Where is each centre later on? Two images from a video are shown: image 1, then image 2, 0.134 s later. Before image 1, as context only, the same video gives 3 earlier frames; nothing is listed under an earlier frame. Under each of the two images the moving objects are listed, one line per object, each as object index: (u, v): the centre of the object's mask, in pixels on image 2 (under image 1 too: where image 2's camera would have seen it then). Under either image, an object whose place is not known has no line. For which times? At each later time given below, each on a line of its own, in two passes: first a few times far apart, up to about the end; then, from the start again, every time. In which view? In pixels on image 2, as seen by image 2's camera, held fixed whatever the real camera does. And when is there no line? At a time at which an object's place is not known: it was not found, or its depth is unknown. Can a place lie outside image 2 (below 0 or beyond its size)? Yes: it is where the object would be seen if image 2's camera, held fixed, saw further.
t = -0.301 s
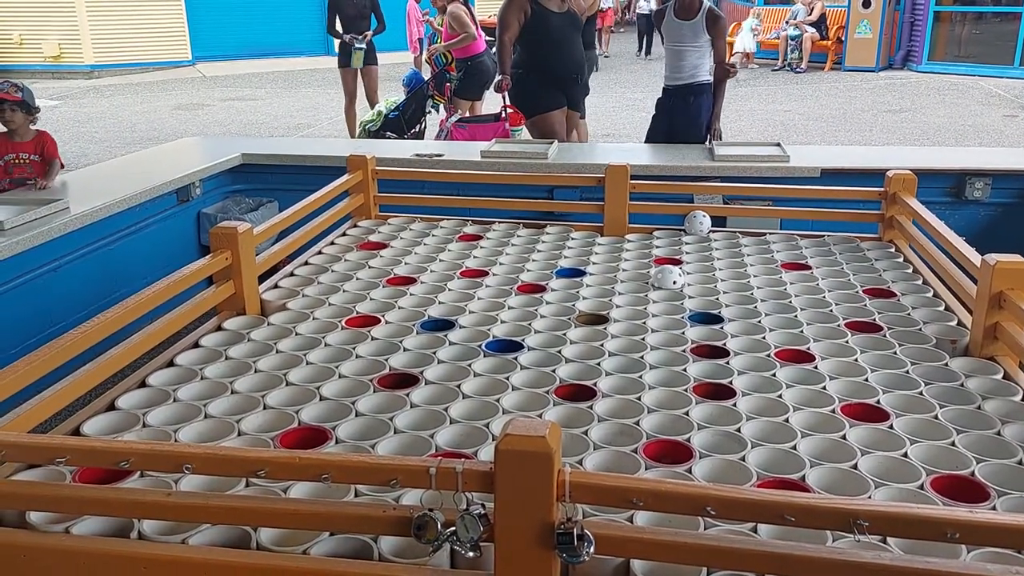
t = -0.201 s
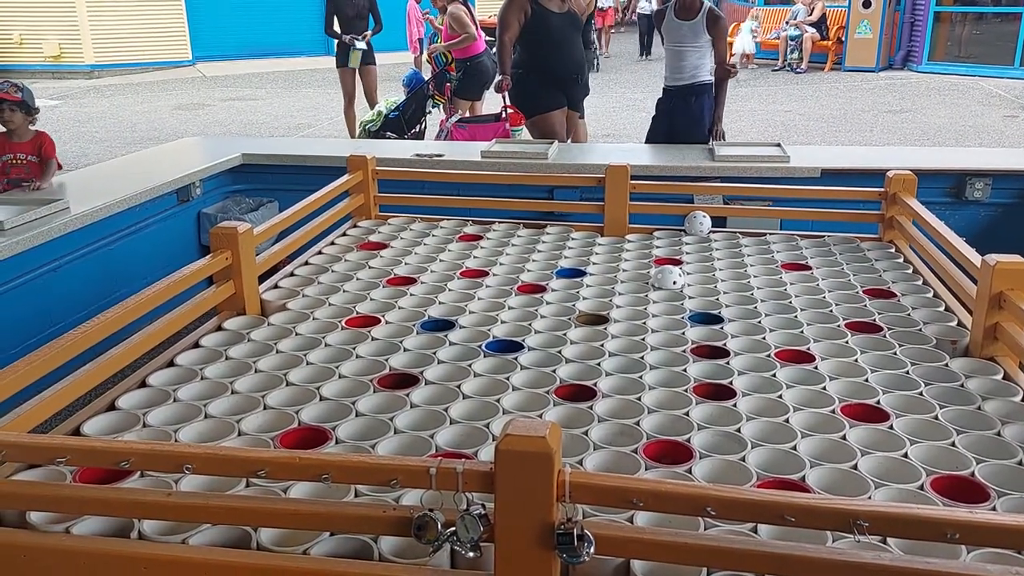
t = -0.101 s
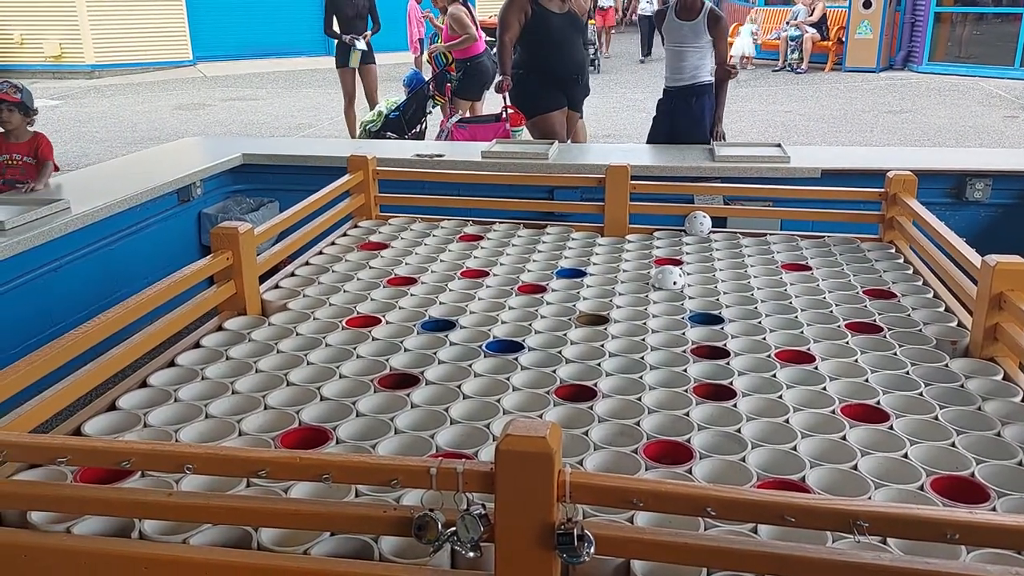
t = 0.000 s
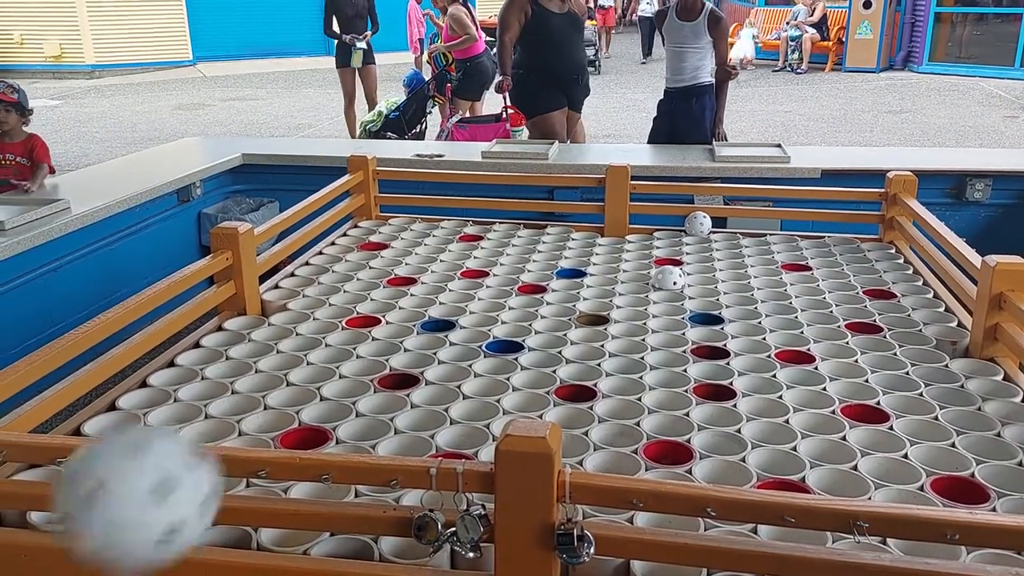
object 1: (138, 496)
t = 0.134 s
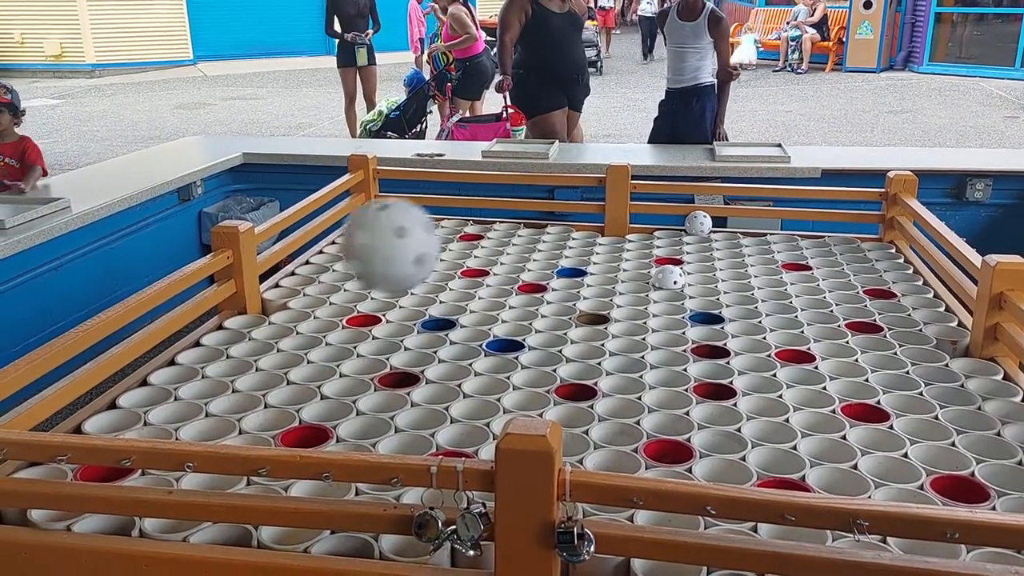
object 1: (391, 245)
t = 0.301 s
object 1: (532, 267)
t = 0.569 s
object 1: (600, 287)
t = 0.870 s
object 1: (610, 253)
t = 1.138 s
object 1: (621, 227)
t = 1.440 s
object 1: (652, 225)
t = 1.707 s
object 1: (693, 232)
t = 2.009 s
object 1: (698, 244)
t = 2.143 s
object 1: (698, 245)
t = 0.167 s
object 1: (429, 231)
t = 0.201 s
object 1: (462, 229)
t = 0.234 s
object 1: (489, 235)
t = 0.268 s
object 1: (512, 248)
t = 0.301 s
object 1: (532, 267)
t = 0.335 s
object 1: (550, 289)
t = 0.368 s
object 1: (564, 315)
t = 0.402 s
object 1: (577, 343)
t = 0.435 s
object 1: (587, 373)
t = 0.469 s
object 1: (595, 387)
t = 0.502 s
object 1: (598, 347)
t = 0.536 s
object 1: (599, 314)
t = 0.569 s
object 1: (600, 287)
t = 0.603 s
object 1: (603, 263)
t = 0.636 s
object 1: (604, 244)
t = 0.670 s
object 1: (606, 231)
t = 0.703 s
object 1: (606, 224)
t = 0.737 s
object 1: (607, 222)
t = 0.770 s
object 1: (608, 223)
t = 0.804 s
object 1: (609, 228)
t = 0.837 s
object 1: (610, 240)
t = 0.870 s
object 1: (610, 253)
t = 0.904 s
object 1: (609, 270)
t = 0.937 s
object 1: (612, 290)
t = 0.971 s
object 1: (615, 281)
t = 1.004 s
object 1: (615, 262)
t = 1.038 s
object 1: (616, 248)
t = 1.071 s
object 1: (618, 237)
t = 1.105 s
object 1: (619, 230)
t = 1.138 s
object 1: (621, 227)
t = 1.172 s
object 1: (622, 227)
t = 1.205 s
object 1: (624, 231)
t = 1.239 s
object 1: (625, 238)
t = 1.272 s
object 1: (627, 249)
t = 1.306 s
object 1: (629, 256)
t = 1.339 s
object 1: (635, 244)
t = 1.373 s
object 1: (641, 234)
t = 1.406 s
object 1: (647, 228)
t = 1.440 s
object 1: (652, 225)
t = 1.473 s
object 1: (658, 225)
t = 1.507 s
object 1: (664, 229)
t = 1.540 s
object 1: (669, 235)
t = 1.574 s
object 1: (674, 243)
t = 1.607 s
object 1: (680, 235)
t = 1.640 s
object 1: (684, 231)
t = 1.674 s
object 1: (688, 230)
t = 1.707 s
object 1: (693, 232)
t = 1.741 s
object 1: (696, 238)
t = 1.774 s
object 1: (699, 243)
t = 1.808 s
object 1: (699, 241)
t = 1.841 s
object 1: (696, 238)
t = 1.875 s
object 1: (695, 237)
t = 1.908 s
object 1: (697, 238)
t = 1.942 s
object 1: (699, 242)
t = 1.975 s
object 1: (699, 244)
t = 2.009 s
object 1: (698, 244)
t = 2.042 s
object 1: (698, 245)
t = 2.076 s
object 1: (698, 245)
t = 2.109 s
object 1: (697, 245)
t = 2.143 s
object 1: (698, 245)
